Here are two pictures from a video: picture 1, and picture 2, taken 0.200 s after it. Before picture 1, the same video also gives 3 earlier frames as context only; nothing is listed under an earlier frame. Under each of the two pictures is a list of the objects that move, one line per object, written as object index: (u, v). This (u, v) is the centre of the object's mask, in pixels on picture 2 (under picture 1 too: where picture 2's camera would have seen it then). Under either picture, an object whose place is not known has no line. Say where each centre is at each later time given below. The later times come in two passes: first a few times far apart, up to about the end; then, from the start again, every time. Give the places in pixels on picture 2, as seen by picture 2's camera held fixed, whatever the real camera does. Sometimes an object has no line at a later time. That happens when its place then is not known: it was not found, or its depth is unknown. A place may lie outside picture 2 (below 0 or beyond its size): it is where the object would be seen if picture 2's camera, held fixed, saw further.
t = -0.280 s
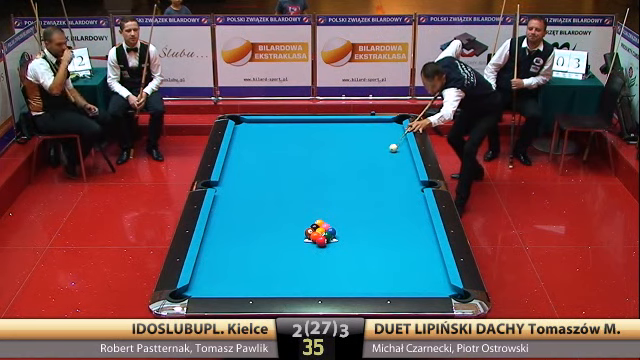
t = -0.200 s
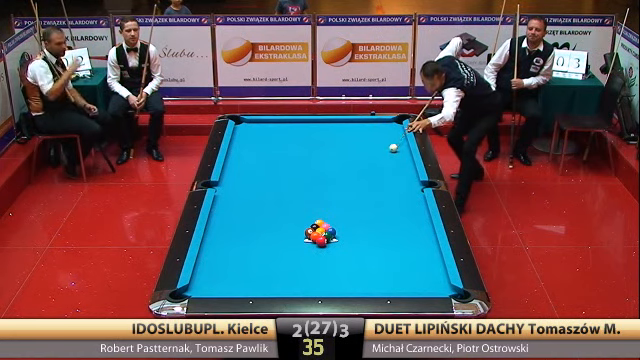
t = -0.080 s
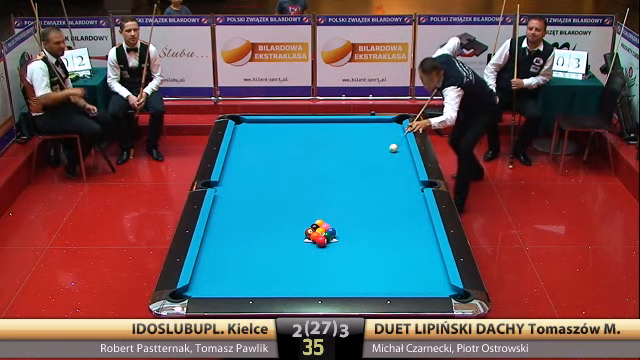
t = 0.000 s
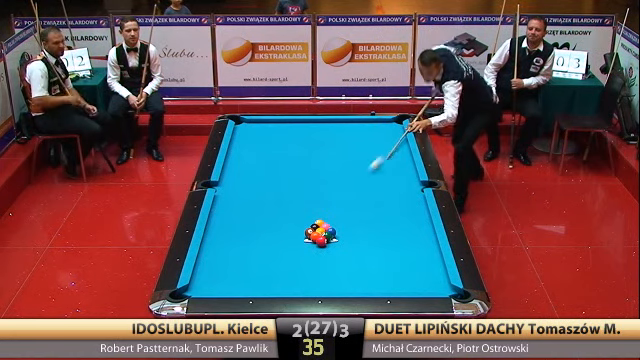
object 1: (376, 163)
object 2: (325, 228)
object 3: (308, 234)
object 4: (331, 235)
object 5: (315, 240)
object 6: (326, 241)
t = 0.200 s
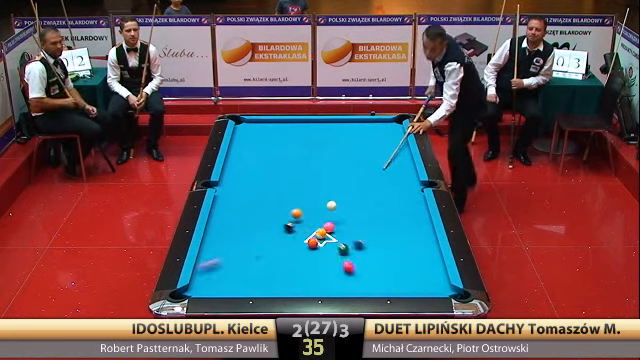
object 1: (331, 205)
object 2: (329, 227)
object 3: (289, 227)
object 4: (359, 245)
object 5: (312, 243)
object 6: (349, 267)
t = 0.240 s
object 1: (334, 205)
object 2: (330, 227)
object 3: (280, 226)
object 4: (369, 248)
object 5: (311, 245)
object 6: (359, 277)
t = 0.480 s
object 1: (351, 213)
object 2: (338, 225)
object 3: (237, 221)
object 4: (423, 268)
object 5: (306, 257)
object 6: (404, 267)
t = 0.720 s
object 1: (360, 217)
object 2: (346, 223)
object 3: (224, 216)
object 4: (426, 284)
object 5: (299, 269)
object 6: (430, 255)
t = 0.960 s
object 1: (366, 222)
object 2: (352, 221)
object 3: (250, 210)
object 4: (402, 287)
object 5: (293, 281)
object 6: (399, 247)
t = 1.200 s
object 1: (372, 226)
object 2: (358, 219)
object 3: (275, 204)
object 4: (378, 280)
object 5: (289, 288)
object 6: (370, 239)
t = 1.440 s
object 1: (378, 230)
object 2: (363, 217)
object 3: (298, 199)
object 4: (356, 273)
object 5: (285, 282)
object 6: (343, 233)
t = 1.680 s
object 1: (383, 234)
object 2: (367, 216)
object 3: (320, 194)
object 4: (335, 266)
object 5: (282, 275)
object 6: (318, 226)
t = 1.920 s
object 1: (387, 237)
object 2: (371, 215)
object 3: (340, 190)
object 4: (316, 260)
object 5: (280, 269)
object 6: (295, 219)
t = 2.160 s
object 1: (391, 240)
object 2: (374, 214)
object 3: (359, 185)
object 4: (298, 254)
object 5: (277, 263)
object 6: (273, 213)
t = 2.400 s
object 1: (395, 242)
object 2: (376, 213)
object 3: (377, 181)
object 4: (282, 248)
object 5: (275, 259)
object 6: (252, 208)
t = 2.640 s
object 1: (398, 244)
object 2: (378, 212)
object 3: (394, 177)
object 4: (266, 243)
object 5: (274, 254)
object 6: (233, 202)
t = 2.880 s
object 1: (401, 246)
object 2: (379, 211)
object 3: (410, 173)
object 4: (252, 237)
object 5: (272, 250)
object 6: (219, 197)
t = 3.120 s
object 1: (403, 247)
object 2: (380, 211)
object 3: (405, 171)
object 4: (239, 233)
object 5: (271, 246)
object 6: (230, 194)
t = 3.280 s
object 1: (404, 247)
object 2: (380, 211)
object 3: (399, 169)
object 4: (231, 230)
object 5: (271, 244)
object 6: (237, 192)
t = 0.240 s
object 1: (334, 205)
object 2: (330, 227)
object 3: (280, 226)
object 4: (369, 248)
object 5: (311, 245)
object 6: (359, 277)
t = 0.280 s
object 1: (338, 206)
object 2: (332, 227)
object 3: (273, 225)
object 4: (378, 252)
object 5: (310, 247)
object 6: (370, 286)
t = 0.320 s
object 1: (341, 211)
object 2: (333, 226)
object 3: (266, 225)
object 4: (387, 255)
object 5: (309, 249)
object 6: (376, 286)
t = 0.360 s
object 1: (344, 214)
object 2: (334, 225)
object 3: (258, 223)
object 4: (395, 258)
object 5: (309, 251)
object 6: (379, 280)
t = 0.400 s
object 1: (346, 211)
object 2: (336, 225)
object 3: (251, 222)
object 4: (405, 262)
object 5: (308, 253)
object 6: (383, 274)
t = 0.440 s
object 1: (349, 211)
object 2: (338, 225)
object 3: (244, 222)
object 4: (414, 265)
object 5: (307, 255)
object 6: (392, 270)
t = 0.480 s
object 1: (351, 213)
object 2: (338, 225)
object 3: (237, 221)
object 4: (423, 268)
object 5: (306, 257)
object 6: (404, 267)
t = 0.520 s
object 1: (353, 214)
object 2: (340, 225)
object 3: (230, 220)
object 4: (432, 272)
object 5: (305, 259)
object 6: (414, 265)
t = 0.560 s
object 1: (355, 214)
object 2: (341, 224)
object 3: (222, 219)
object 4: (441, 275)
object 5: (304, 261)
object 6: (424, 262)
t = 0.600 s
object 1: (357, 215)
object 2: (342, 223)
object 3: (215, 218)
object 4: (438, 278)
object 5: (303, 263)
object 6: (433, 260)
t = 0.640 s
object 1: (358, 216)
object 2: (344, 223)
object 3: (214, 218)
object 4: (434, 279)
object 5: (302, 265)
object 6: (435, 257)
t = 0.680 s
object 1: (359, 216)
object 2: (344, 223)
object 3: (219, 217)
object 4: (429, 281)
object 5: (300, 267)
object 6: (436, 257)
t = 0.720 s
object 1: (360, 217)
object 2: (346, 223)
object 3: (224, 216)
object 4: (426, 284)
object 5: (299, 269)
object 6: (430, 255)
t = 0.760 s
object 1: (361, 218)
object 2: (347, 223)
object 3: (229, 215)
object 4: (422, 285)
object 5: (299, 271)
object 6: (425, 254)
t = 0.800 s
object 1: (362, 219)
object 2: (348, 222)
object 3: (233, 214)
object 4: (418, 287)
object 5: (298, 273)
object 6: (419, 253)
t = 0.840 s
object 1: (363, 219)
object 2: (349, 222)
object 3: (238, 213)
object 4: (414, 288)
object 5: (296, 275)
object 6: (414, 251)
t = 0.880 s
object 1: (364, 220)
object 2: (349, 221)
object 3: (242, 212)
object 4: (410, 288)
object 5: (296, 278)
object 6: (409, 250)
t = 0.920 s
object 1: (365, 221)
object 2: (351, 221)
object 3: (246, 211)
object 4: (406, 287)
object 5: (294, 279)
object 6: (404, 249)
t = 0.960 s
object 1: (366, 222)
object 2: (352, 221)
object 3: (250, 210)
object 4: (402, 287)
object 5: (293, 281)
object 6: (399, 247)
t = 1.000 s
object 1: (367, 223)
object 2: (353, 220)
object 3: (254, 209)
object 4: (398, 286)
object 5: (293, 284)
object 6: (394, 246)
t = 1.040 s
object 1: (368, 223)
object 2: (354, 220)
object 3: (259, 208)
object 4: (394, 285)
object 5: (291, 285)
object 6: (389, 245)
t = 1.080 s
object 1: (369, 224)
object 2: (355, 220)
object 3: (263, 207)
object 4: (390, 283)
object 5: (290, 287)
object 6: (384, 243)
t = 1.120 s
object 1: (370, 225)
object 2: (356, 219)
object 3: (267, 207)
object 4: (386, 281)
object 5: (290, 288)
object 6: (379, 242)
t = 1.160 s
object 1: (371, 225)
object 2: (357, 219)
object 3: (271, 206)
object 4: (382, 281)
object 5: (289, 288)
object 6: (375, 241)
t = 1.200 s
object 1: (372, 226)
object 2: (358, 219)
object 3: (275, 204)
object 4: (378, 280)
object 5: (289, 288)
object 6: (370, 239)
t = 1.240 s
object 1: (373, 227)
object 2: (358, 219)
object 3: (279, 204)
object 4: (374, 279)
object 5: (288, 287)
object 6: (365, 238)
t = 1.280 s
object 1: (374, 228)
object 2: (359, 218)
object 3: (283, 202)
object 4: (370, 278)
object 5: (288, 286)
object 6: (361, 237)
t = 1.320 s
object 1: (375, 228)
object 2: (360, 218)
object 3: (286, 202)
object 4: (367, 276)
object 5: (287, 285)
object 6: (357, 236)
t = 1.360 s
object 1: (376, 229)
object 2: (361, 218)
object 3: (290, 201)
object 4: (363, 275)
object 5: (286, 284)
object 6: (352, 235)
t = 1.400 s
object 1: (377, 230)
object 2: (362, 218)
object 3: (294, 200)
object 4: (360, 274)
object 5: (285, 283)
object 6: (348, 234)
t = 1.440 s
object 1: (378, 230)
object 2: (363, 217)
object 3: (298, 199)
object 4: (356, 273)
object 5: (285, 282)
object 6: (343, 233)
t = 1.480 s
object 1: (379, 231)
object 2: (363, 217)
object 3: (302, 199)
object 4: (352, 272)
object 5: (284, 280)
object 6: (339, 231)
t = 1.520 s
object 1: (380, 231)
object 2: (364, 217)
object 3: (305, 198)
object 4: (349, 271)
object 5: (284, 279)
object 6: (335, 230)
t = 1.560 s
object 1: (380, 232)
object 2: (365, 217)
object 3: (309, 197)
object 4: (346, 269)
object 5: (283, 278)
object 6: (331, 229)
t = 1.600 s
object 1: (381, 233)
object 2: (366, 216)
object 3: (312, 196)
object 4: (342, 268)
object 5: (283, 277)
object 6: (326, 228)
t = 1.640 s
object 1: (382, 233)
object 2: (366, 216)
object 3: (316, 195)
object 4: (339, 267)
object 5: (282, 276)
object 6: (323, 227)
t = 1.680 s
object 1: (383, 234)
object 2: (367, 216)
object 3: (320, 194)
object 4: (335, 266)
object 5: (282, 275)
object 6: (318, 226)
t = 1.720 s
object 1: (384, 234)
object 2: (368, 216)
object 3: (323, 194)
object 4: (332, 265)
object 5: (281, 274)
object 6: (314, 225)
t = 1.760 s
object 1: (385, 235)
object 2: (368, 215)
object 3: (327, 193)
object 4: (329, 264)
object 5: (281, 273)
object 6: (310, 224)
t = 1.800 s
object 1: (385, 236)
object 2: (369, 215)
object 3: (330, 192)
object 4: (326, 263)
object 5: (281, 272)
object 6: (307, 223)
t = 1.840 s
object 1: (386, 236)
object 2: (370, 215)
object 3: (334, 191)
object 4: (323, 262)
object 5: (280, 271)
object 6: (303, 221)
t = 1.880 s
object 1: (387, 237)
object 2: (370, 215)
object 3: (337, 190)
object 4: (319, 261)
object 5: (280, 270)
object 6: (299, 221)
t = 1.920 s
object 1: (387, 237)
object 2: (371, 215)
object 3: (340, 190)
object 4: (316, 260)
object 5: (280, 269)
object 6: (295, 219)
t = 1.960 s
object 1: (388, 238)
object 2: (371, 215)
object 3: (343, 189)
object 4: (313, 259)
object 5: (279, 268)
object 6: (291, 219)
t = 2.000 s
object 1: (389, 238)
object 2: (372, 214)
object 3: (347, 188)
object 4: (310, 258)
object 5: (279, 267)
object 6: (288, 217)
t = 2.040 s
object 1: (390, 238)
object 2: (372, 214)
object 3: (350, 187)
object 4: (307, 257)
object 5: (278, 266)
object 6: (284, 216)
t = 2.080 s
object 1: (390, 239)
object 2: (373, 214)
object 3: (353, 187)
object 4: (304, 256)
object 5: (278, 265)
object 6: (280, 215)
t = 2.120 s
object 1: (391, 239)
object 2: (373, 214)
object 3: (356, 186)
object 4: (302, 255)
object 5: (278, 264)
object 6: (277, 214)
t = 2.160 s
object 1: (391, 240)
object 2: (374, 214)
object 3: (359, 185)
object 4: (298, 254)
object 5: (277, 263)
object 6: (273, 213)
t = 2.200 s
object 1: (392, 240)
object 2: (374, 213)
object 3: (362, 185)
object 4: (296, 253)
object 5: (277, 262)
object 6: (269, 213)
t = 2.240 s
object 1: (393, 241)
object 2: (374, 213)
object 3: (365, 184)
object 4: (293, 252)
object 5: (276, 262)
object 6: (266, 212)
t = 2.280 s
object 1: (393, 241)
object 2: (375, 213)
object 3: (368, 183)
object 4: (290, 251)
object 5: (276, 261)
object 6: (263, 211)
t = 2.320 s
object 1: (394, 241)
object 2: (375, 213)
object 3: (371, 182)
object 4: (287, 250)
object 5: (276, 260)
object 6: (259, 210)
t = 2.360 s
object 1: (394, 242)
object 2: (376, 213)
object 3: (374, 182)
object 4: (285, 249)
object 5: (276, 259)
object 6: (256, 209)
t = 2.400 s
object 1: (395, 242)
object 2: (376, 213)
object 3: (377, 181)
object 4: (282, 248)
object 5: (275, 259)
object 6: (252, 208)
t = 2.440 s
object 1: (396, 242)
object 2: (377, 213)
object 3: (380, 180)
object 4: (279, 247)
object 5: (275, 258)
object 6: (249, 207)
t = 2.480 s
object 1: (396, 243)
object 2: (377, 213)
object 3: (383, 179)
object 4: (277, 246)
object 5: (275, 257)
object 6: (246, 206)
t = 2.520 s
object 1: (397, 243)
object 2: (377, 212)
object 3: (386, 179)
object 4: (274, 245)
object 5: (275, 256)
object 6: (243, 205)
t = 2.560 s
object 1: (397, 244)
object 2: (378, 212)
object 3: (388, 178)
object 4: (272, 244)
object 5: (274, 255)
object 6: (240, 204)
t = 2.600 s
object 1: (398, 244)
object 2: (378, 212)
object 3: (391, 178)
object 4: (269, 244)
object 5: (274, 254)
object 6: (237, 203)
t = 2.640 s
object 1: (398, 244)
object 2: (378, 212)
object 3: (394, 177)
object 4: (266, 243)
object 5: (274, 254)
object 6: (233, 202)
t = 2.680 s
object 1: (399, 244)
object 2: (378, 212)
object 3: (397, 176)
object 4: (264, 242)
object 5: (274, 253)
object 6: (230, 201)
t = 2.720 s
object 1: (399, 245)
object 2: (378, 212)
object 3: (399, 175)
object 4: (262, 241)
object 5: (273, 252)
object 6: (227, 201)
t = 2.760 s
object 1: (399, 245)
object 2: (378, 212)
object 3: (402, 175)
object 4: (259, 240)
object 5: (273, 251)
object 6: (224, 200)
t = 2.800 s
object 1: (400, 245)
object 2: (379, 212)
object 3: (405, 174)
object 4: (257, 240)
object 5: (273, 251)
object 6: (221, 199)
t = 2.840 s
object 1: (400, 246)
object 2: (379, 211)
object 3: (407, 173)
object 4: (255, 238)
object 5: (273, 250)
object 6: (218, 198)
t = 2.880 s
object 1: (401, 246)
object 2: (379, 211)
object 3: (410, 173)
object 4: (252, 237)
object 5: (272, 250)
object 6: (219, 197)
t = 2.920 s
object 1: (401, 246)
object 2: (379, 212)
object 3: (412, 172)
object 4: (250, 237)
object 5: (272, 249)
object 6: (221, 197)
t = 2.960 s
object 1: (401, 246)
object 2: (380, 211)
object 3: (411, 172)
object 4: (248, 236)
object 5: (272, 248)
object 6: (223, 196)
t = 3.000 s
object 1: (402, 246)
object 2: (380, 211)
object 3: (410, 171)
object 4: (246, 235)
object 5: (272, 248)
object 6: (225, 196)
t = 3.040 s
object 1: (402, 246)
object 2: (380, 211)
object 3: (408, 171)
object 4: (243, 235)
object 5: (272, 247)
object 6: (227, 195)
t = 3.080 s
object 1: (402, 246)
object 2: (380, 211)
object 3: (406, 171)
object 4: (241, 234)
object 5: (272, 247)
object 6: (228, 195)
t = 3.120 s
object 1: (403, 247)
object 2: (380, 211)
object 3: (405, 171)
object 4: (239, 233)
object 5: (271, 246)
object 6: (230, 194)
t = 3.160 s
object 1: (403, 247)
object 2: (380, 211)
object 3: (403, 170)
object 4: (237, 232)
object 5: (271, 245)
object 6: (232, 194)
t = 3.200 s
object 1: (403, 247)
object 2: (380, 211)
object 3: (402, 170)
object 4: (235, 232)
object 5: (271, 245)
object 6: (233, 193)
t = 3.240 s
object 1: (403, 247)
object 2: (380, 211)
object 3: (400, 169)
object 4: (233, 231)
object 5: (271, 244)
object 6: (235, 193)
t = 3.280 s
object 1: (404, 247)
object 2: (380, 211)
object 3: (399, 169)
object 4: (231, 230)
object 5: (271, 244)
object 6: (237, 192)
